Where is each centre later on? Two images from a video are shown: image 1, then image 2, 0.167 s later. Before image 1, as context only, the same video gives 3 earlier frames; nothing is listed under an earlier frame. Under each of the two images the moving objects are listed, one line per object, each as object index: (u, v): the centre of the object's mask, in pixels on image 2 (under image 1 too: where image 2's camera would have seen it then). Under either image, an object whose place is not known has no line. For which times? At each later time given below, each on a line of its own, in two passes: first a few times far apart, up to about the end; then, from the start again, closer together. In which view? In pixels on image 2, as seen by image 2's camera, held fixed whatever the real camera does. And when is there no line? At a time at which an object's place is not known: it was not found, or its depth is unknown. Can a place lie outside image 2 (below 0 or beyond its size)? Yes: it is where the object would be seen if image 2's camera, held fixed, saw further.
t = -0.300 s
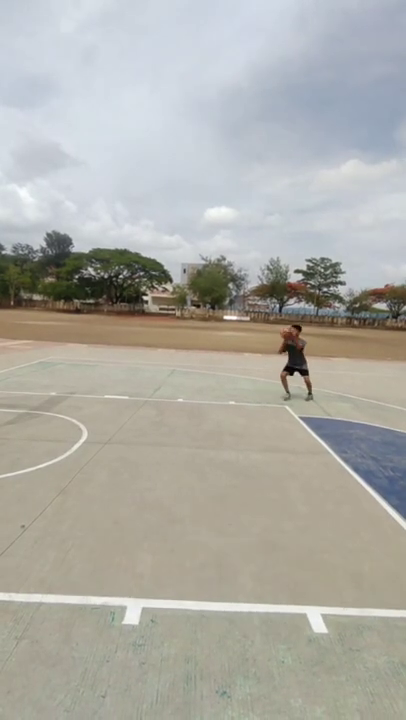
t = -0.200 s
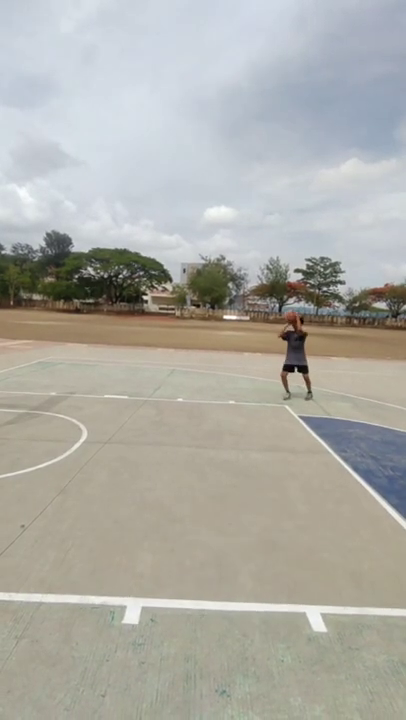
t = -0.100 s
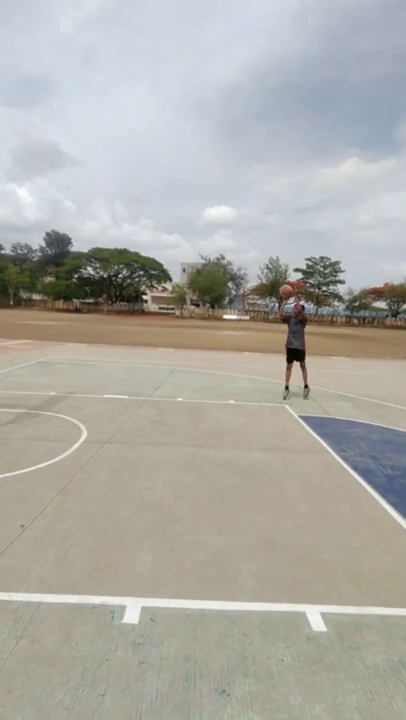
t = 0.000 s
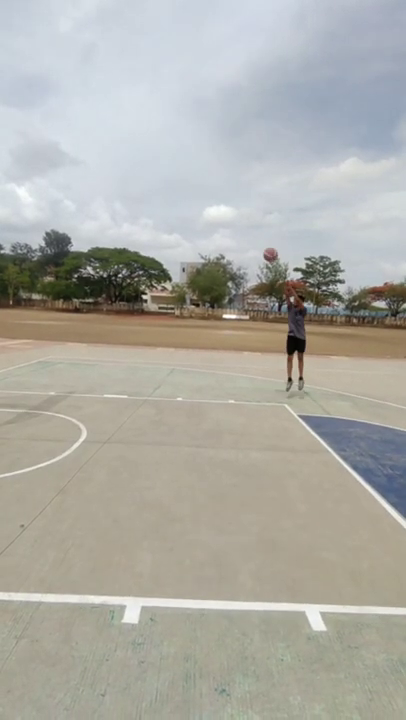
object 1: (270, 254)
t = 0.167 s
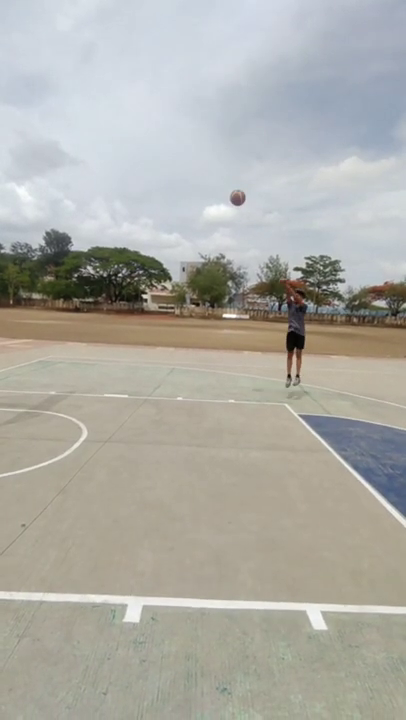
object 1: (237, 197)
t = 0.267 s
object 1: (214, 168)
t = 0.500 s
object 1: (150, 118)
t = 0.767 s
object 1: (54, 107)
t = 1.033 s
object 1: (-57, 170)
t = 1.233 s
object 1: (-62, 243)
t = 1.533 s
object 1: (-68, 396)
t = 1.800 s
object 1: (-40, 317)
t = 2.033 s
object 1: (-13, 263)
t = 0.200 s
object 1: (230, 187)
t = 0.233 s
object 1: (222, 177)
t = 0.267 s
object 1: (214, 168)
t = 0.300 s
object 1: (206, 159)
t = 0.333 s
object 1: (198, 150)
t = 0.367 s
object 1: (189, 143)
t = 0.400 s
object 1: (180, 136)
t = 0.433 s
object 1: (170, 129)
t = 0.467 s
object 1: (160, 123)
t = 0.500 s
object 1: (150, 118)
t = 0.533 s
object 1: (140, 114)
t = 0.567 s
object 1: (129, 110)
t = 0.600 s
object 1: (117, 107)
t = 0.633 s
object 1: (106, 105)
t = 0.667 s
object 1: (93, 104)
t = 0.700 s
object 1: (81, 104)
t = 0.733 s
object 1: (68, 105)
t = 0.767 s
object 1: (54, 107)
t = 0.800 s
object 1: (40, 110)
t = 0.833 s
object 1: (26, 114)
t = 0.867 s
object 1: (11, 120)
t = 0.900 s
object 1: (-4, 126)
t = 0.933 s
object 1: (-20, 134)
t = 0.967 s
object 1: (-36, 144)
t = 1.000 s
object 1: (-53, 156)
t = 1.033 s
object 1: (-57, 170)
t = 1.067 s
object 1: (-59, 181)
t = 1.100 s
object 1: (-59, 192)
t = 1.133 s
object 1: (-60, 203)
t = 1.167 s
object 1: (-60, 216)
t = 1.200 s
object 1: (-61, 229)
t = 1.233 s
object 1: (-62, 243)
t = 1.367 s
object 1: (-64, 304)
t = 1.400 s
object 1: (-65, 322)
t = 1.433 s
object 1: (-65, 339)
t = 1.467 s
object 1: (-66, 359)
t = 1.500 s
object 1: (-67, 377)
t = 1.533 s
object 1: (-68, 396)
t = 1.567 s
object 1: (-69, 417)
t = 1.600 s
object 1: (-65, 404)
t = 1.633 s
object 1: (-61, 386)
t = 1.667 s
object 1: (-57, 370)
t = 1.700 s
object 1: (-52, 355)
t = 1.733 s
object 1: (-48, 342)
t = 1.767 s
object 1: (-44, 329)
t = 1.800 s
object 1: (-40, 317)
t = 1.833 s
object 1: (-36, 306)
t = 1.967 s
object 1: (-20, 273)
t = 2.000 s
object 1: (-17, 267)
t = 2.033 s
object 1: (-13, 263)
